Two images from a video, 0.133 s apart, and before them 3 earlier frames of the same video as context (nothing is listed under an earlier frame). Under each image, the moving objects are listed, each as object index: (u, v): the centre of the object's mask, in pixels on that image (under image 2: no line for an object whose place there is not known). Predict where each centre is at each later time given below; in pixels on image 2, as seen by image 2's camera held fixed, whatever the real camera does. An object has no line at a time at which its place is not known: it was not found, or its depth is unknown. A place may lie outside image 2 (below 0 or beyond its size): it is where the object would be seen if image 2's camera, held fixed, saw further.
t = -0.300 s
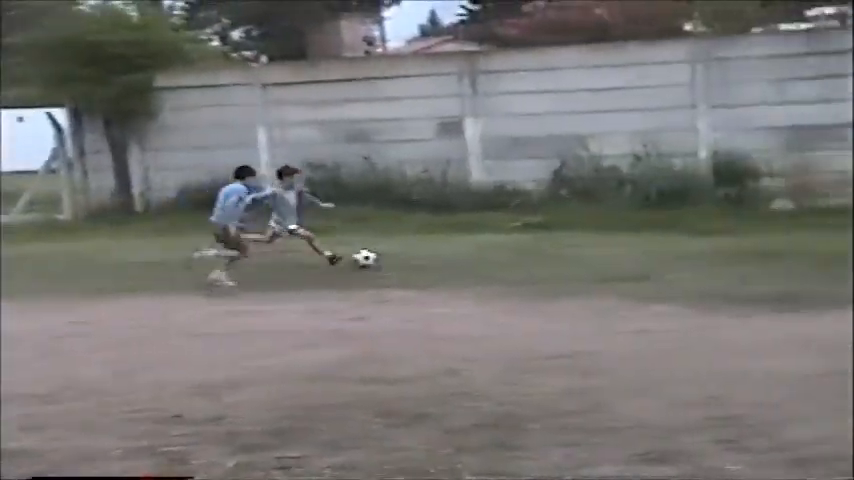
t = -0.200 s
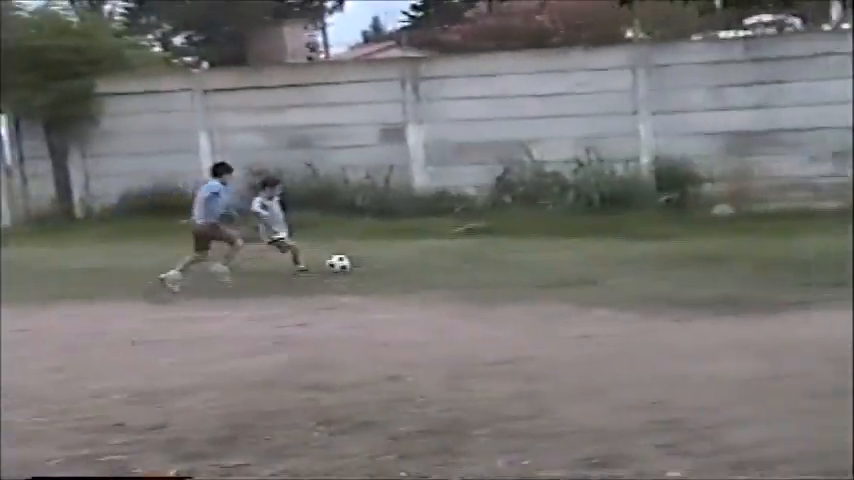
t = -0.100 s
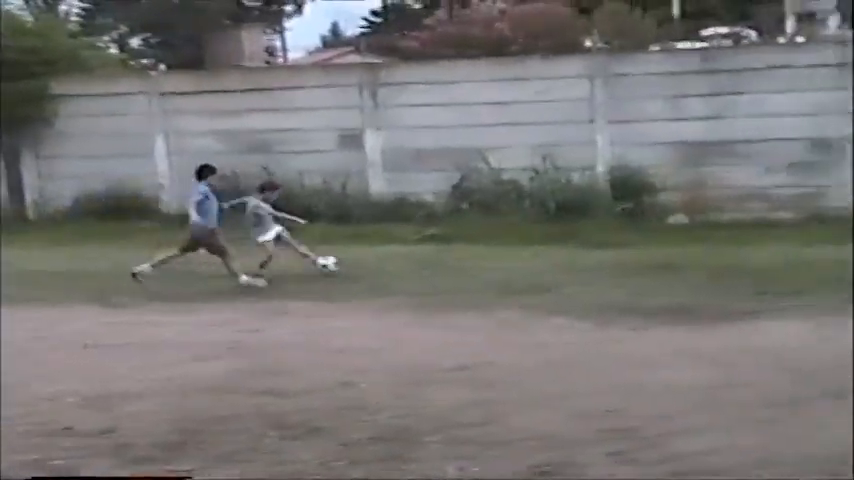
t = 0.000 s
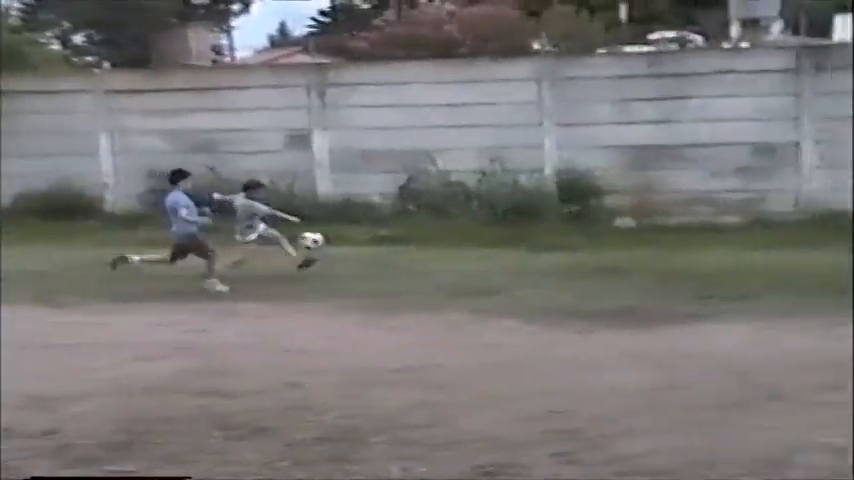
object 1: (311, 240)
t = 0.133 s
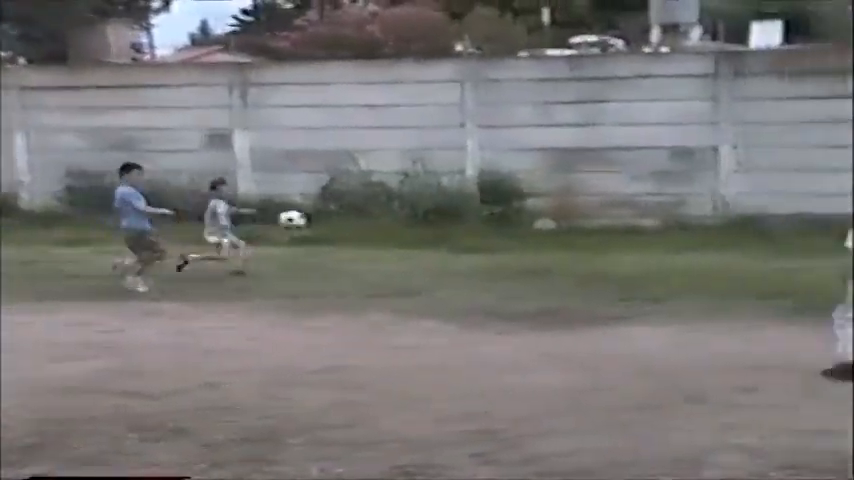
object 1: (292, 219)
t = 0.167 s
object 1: (308, 216)
